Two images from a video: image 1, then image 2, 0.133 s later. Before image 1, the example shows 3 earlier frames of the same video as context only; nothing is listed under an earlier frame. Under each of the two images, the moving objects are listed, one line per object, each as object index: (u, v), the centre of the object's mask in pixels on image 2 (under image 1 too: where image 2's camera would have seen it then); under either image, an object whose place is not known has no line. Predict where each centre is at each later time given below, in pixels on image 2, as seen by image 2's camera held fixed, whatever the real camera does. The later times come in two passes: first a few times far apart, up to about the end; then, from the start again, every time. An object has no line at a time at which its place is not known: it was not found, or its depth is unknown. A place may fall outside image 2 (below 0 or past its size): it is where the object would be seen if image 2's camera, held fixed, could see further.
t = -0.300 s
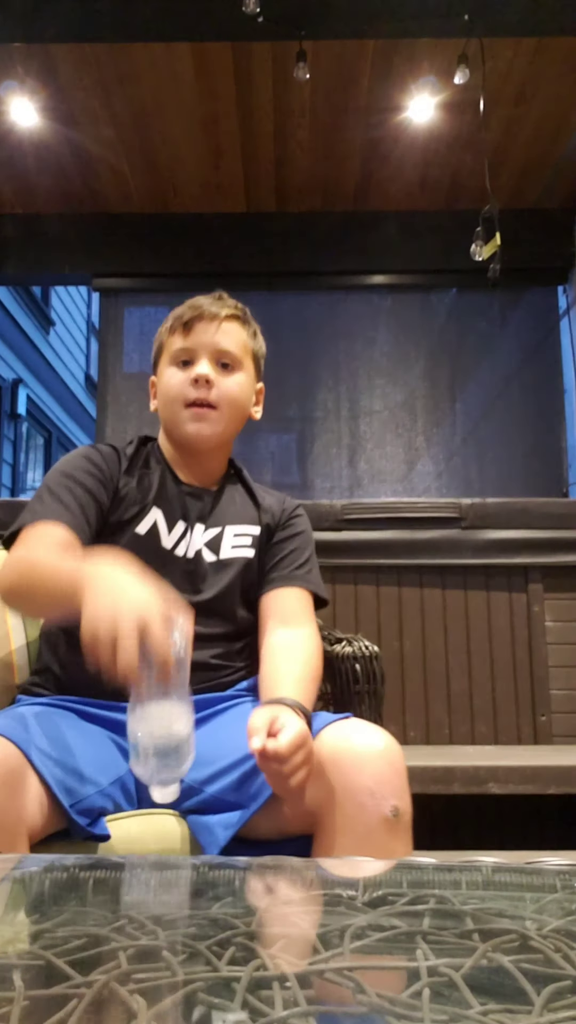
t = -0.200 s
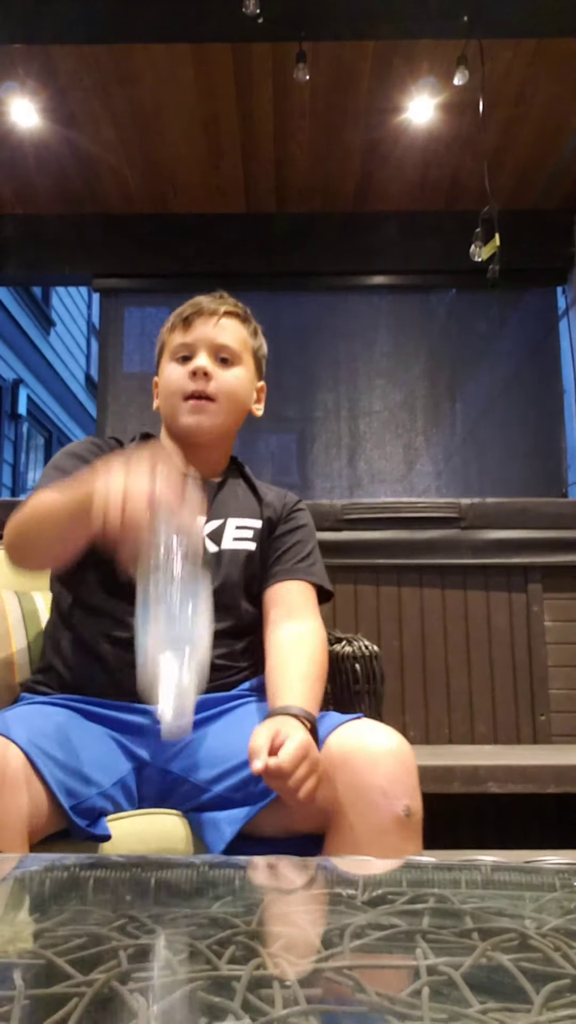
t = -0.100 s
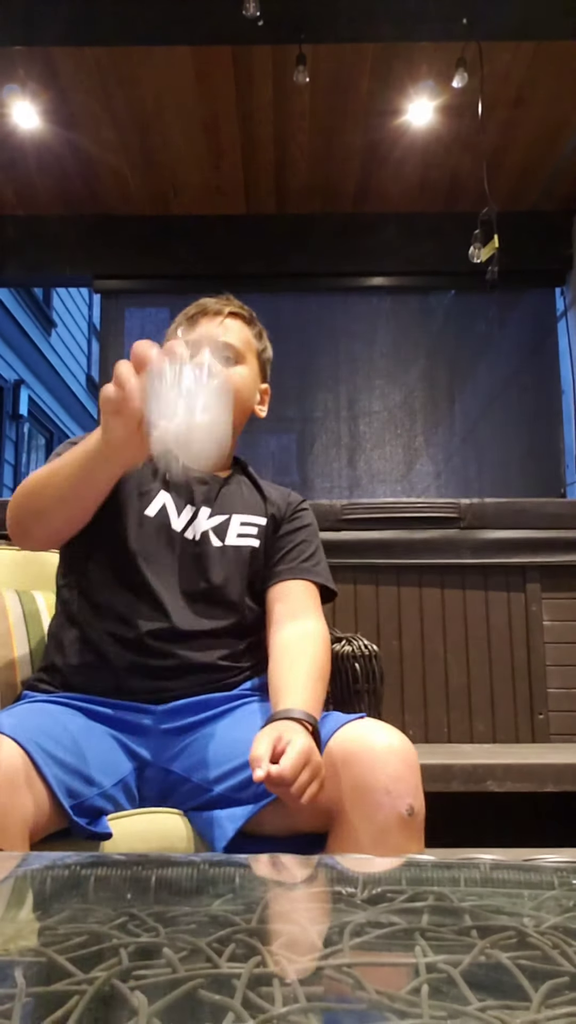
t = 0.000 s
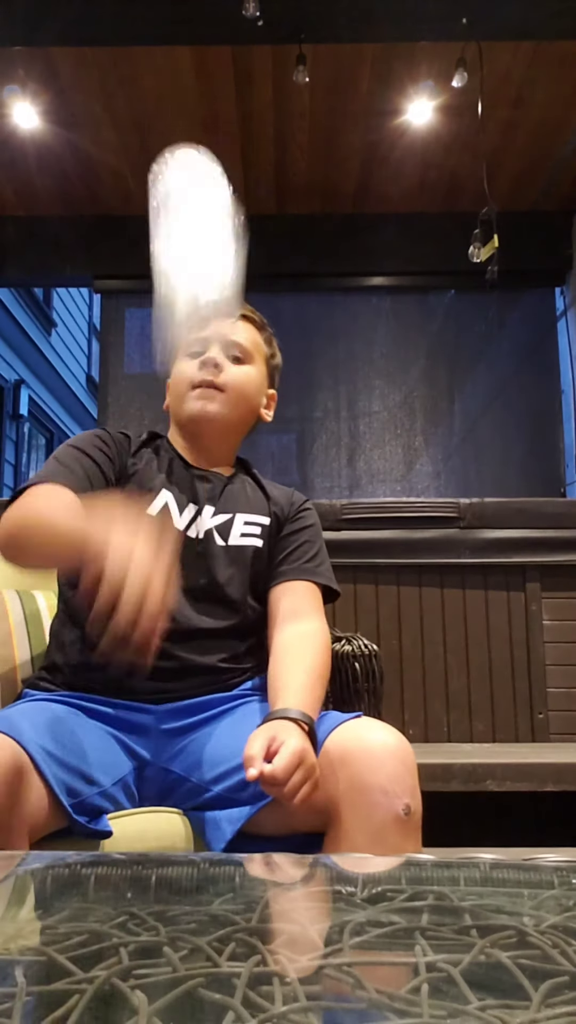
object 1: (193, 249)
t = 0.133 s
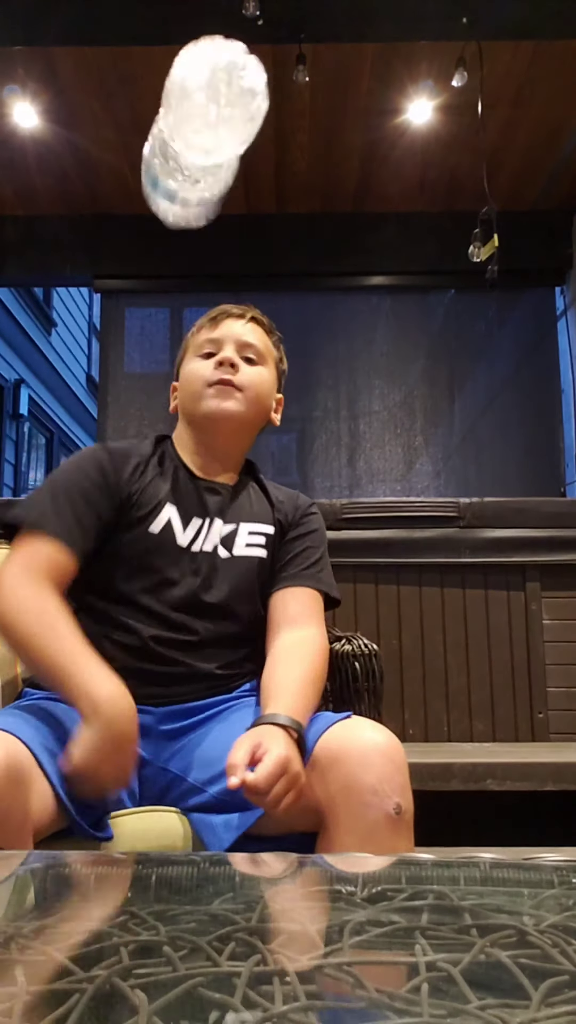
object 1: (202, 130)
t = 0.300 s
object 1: (201, 386)
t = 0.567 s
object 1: (279, 940)
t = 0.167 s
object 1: (203, 148)
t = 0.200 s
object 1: (204, 179)
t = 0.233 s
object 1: (204, 223)
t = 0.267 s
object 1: (202, 295)
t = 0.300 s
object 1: (201, 386)
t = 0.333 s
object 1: (199, 515)
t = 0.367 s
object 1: (197, 657)
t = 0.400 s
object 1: (214, 745)
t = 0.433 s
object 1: (245, 865)
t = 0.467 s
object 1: (258, 929)
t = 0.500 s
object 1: (272, 934)
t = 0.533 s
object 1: (280, 938)
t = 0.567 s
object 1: (279, 940)
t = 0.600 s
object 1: (274, 941)
